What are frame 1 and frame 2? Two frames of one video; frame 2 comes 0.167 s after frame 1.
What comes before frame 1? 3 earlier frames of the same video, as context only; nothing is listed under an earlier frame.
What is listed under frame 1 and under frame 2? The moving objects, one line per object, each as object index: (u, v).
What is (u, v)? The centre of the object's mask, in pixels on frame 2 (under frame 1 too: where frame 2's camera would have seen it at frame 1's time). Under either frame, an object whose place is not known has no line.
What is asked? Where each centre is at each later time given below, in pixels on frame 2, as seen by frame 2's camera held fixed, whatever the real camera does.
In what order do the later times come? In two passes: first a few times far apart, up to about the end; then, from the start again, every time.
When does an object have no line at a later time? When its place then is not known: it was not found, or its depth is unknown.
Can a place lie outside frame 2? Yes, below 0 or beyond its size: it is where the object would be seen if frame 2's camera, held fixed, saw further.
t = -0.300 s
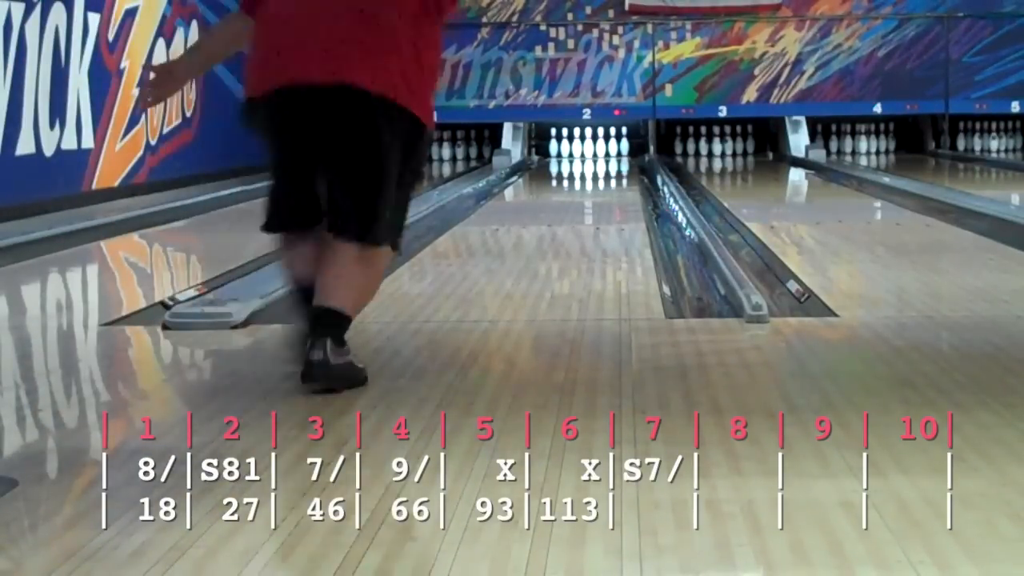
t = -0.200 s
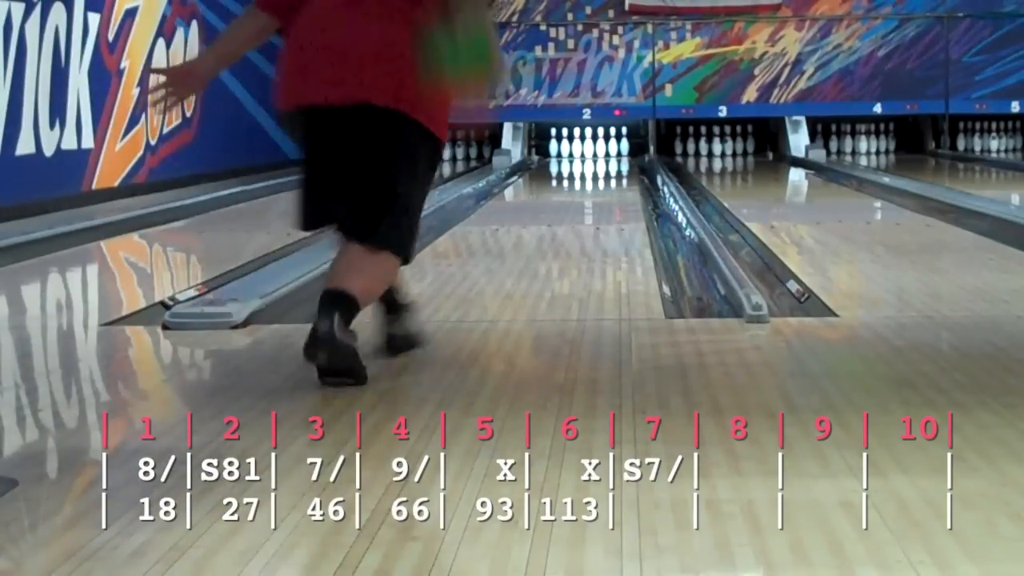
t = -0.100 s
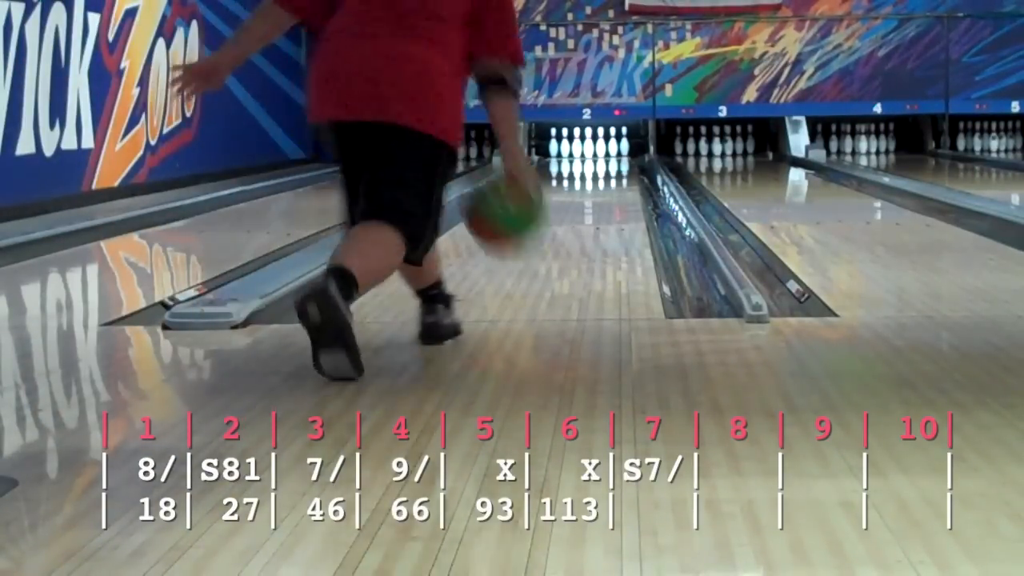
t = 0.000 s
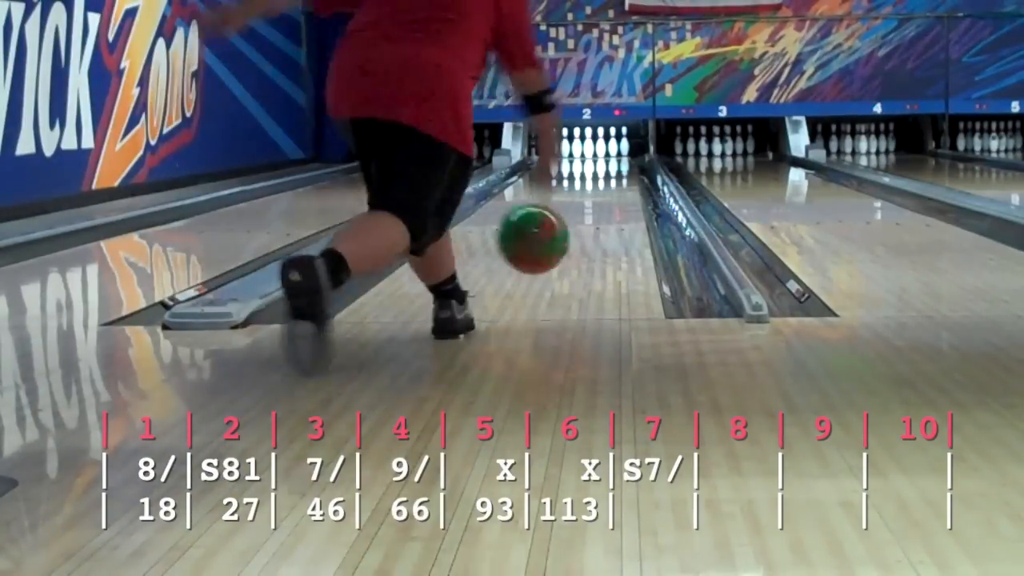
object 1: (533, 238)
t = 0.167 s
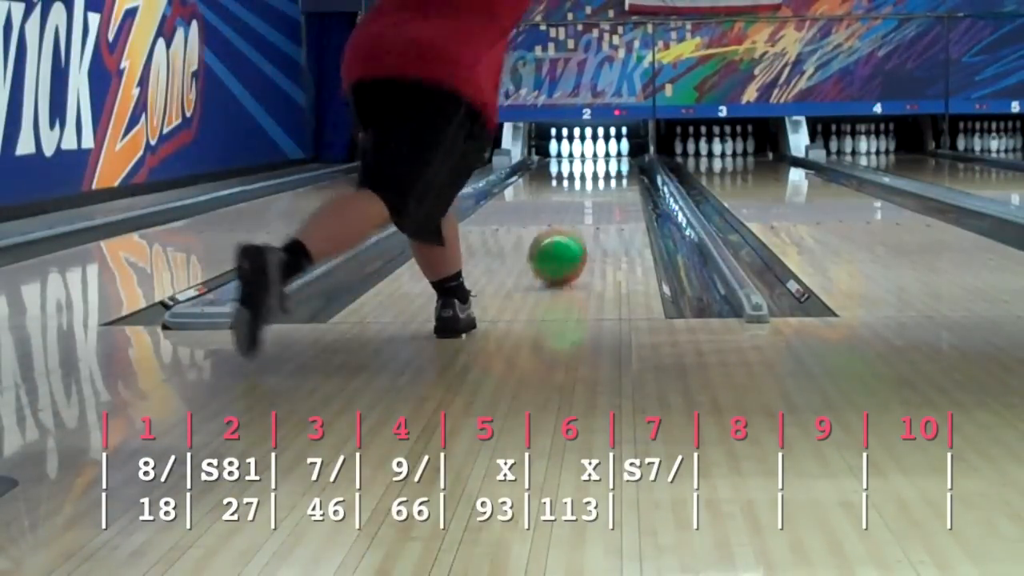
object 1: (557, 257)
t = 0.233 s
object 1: (564, 247)
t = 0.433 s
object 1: (580, 224)
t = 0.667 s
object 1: (591, 204)
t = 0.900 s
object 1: (600, 191)
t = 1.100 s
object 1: (605, 182)
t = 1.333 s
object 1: (608, 173)
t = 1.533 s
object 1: (611, 168)
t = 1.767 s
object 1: (612, 163)
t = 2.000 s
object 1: (611, 158)
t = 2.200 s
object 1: (608, 154)
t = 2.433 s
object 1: (601, 153)
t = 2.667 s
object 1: (599, 149)
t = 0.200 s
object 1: (561, 252)
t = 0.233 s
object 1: (564, 247)
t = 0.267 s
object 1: (567, 243)
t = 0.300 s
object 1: (570, 239)
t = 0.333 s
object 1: (572, 234)
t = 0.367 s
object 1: (575, 231)
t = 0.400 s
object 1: (577, 227)
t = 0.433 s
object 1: (580, 224)
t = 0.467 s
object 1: (582, 219)
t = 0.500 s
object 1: (583, 217)
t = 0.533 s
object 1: (585, 214)
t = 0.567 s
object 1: (587, 211)
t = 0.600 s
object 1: (589, 209)
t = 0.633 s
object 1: (590, 206)
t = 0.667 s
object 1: (591, 204)
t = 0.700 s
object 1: (593, 203)
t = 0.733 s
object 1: (594, 201)
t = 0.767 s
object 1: (596, 199)
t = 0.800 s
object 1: (597, 196)
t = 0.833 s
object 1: (598, 195)
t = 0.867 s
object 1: (599, 193)
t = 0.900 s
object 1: (600, 191)
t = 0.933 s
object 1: (601, 189)
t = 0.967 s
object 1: (601, 188)
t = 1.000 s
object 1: (602, 186)
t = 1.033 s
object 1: (603, 184)
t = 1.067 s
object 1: (604, 183)
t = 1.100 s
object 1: (605, 182)
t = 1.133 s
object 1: (606, 180)
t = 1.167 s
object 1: (606, 179)
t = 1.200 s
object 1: (607, 177)
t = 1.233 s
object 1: (607, 176)
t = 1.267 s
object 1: (607, 175)
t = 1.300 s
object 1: (607, 174)
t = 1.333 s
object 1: (608, 173)
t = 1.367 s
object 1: (608, 172)
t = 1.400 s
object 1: (609, 171)
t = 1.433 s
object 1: (609, 170)
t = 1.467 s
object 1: (611, 169)
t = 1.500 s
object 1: (610, 168)
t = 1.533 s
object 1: (611, 168)
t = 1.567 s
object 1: (611, 167)
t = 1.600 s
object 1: (612, 166)
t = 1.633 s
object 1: (612, 165)
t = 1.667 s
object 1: (612, 165)
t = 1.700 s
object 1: (611, 164)
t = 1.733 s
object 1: (612, 164)
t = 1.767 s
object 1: (612, 163)
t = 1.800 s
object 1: (612, 162)
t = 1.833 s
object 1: (612, 161)
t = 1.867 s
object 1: (612, 161)
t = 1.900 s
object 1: (612, 160)
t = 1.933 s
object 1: (611, 159)
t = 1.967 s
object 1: (611, 158)
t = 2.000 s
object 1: (611, 158)
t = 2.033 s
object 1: (611, 158)
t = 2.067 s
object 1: (610, 156)
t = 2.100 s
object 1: (610, 156)
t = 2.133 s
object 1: (609, 156)
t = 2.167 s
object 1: (608, 155)
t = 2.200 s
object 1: (608, 154)
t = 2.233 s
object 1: (607, 154)
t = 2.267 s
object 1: (605, 153)
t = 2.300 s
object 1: (604, 153)
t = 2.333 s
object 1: (604, 153)
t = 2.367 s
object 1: (603, 153)
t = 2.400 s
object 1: (602, 153)
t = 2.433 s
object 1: (601, 153)
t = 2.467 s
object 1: (601, 152)
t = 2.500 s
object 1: (600, 151)
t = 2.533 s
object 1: (599, 151)
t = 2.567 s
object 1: (597, 151)
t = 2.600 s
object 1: (597, 150)
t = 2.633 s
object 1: (597, 150)
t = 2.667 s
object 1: (599, 149)
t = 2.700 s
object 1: (599, 149)
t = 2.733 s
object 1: (599, 148)
